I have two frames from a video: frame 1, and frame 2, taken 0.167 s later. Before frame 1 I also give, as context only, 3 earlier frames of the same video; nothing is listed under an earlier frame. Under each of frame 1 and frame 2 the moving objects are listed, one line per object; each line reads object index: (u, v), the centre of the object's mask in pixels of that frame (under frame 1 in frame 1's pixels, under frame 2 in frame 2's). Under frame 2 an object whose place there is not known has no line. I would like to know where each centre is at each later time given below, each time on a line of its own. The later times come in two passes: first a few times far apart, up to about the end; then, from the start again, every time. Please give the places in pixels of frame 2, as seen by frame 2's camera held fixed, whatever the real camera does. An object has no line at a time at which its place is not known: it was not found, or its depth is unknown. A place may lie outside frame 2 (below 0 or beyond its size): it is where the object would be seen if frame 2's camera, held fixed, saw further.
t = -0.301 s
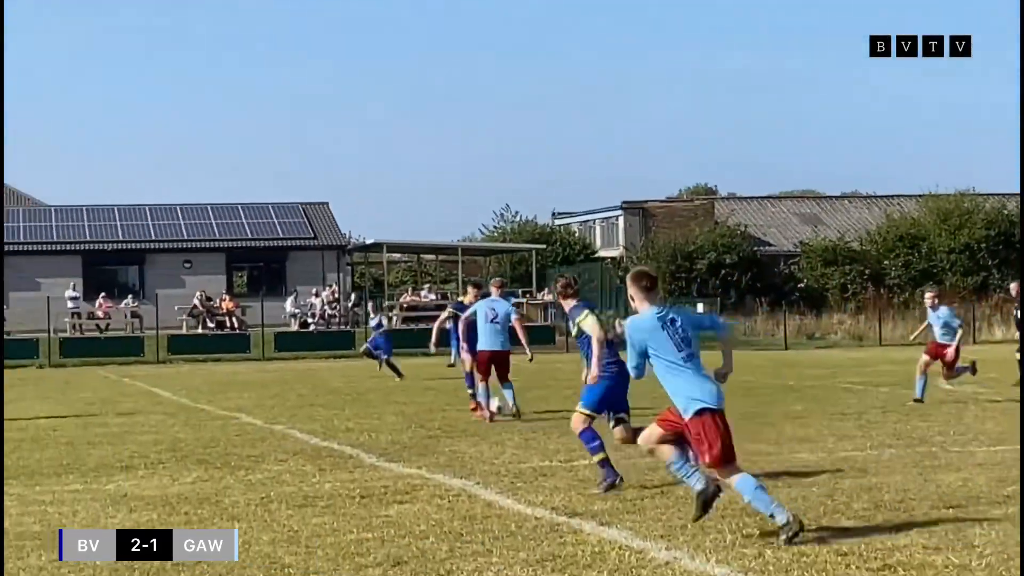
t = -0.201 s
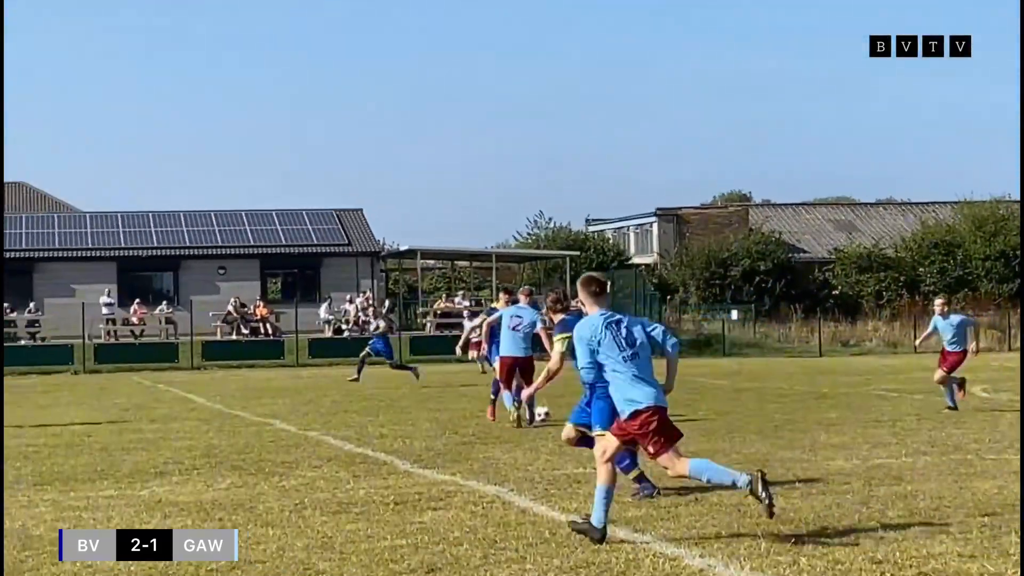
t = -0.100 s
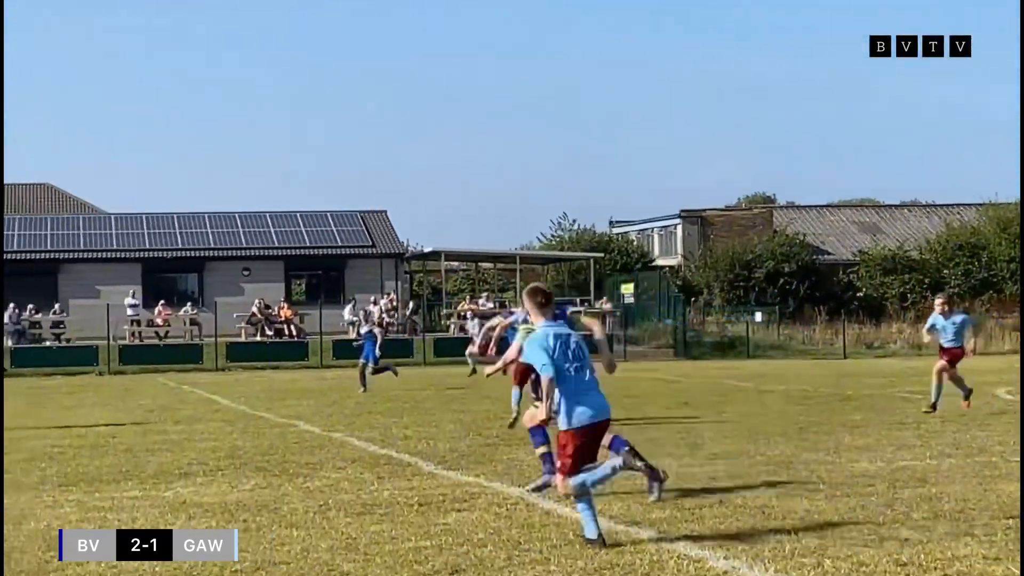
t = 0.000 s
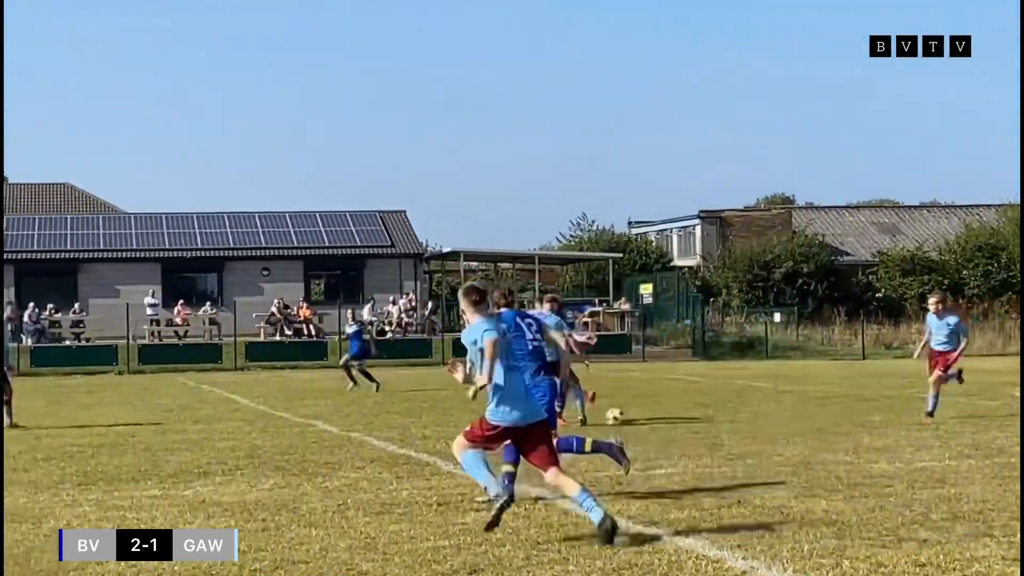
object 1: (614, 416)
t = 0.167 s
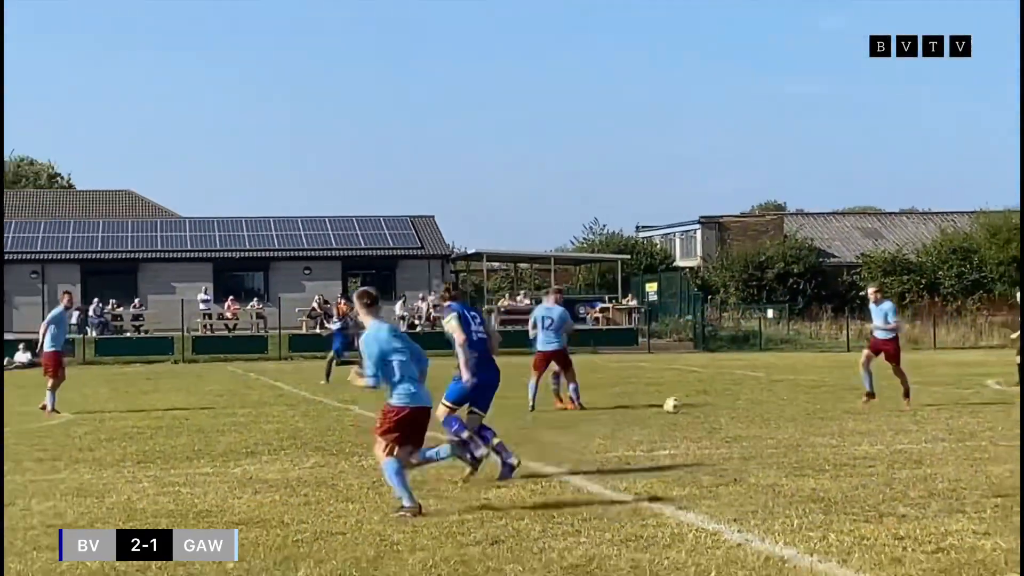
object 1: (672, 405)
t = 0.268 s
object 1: (698, 405)
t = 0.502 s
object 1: (756, 414)
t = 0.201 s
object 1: (681, 407)
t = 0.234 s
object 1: (690, 407)
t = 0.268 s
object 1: (698, 405)
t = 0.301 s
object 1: (707, 404)
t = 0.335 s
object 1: (715, 405)
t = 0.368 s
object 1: (724, 406)
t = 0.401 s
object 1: (731, 409)
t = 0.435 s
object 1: (741, 412)
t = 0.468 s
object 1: (749, 416)
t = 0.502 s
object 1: (756, 414)
